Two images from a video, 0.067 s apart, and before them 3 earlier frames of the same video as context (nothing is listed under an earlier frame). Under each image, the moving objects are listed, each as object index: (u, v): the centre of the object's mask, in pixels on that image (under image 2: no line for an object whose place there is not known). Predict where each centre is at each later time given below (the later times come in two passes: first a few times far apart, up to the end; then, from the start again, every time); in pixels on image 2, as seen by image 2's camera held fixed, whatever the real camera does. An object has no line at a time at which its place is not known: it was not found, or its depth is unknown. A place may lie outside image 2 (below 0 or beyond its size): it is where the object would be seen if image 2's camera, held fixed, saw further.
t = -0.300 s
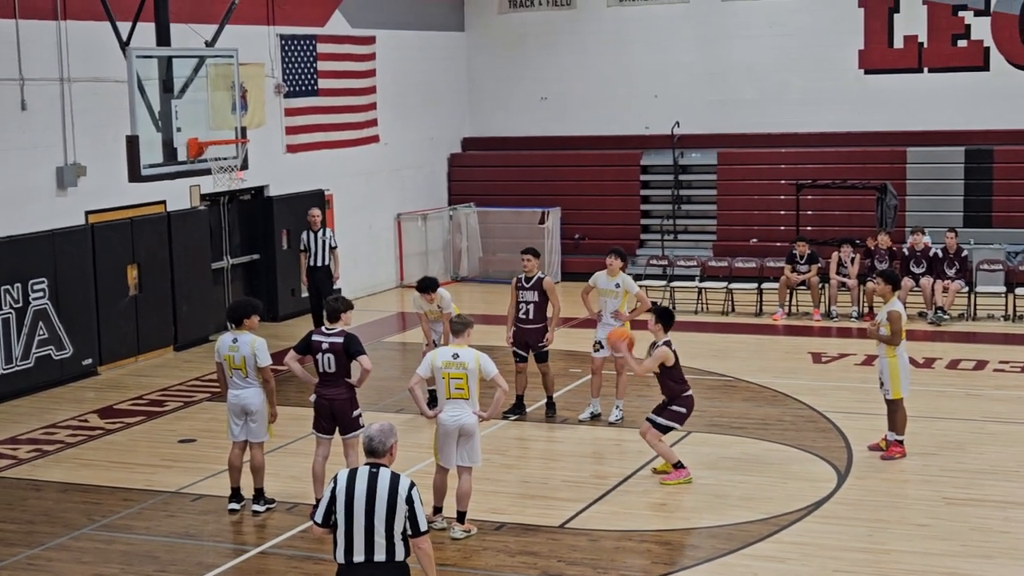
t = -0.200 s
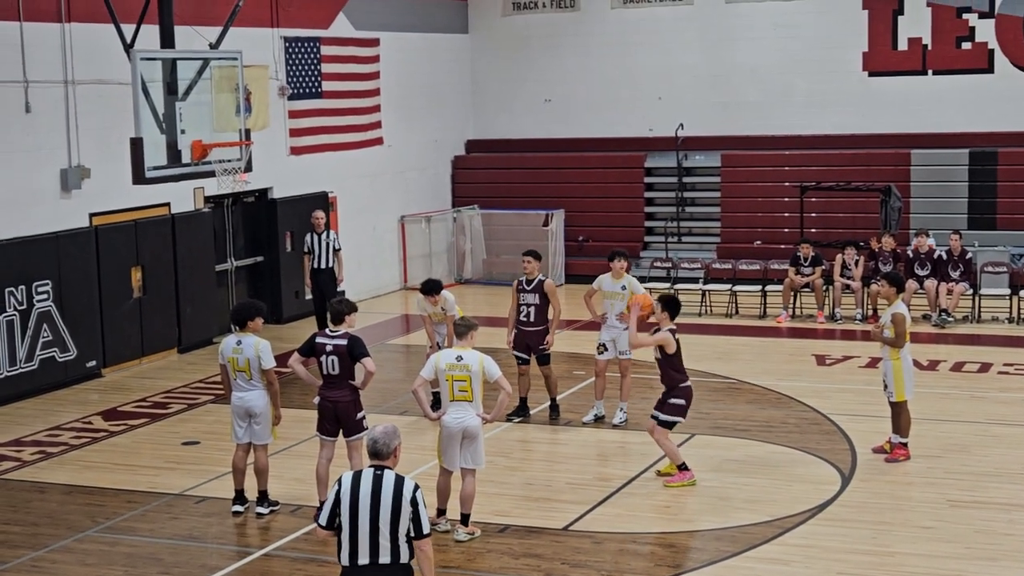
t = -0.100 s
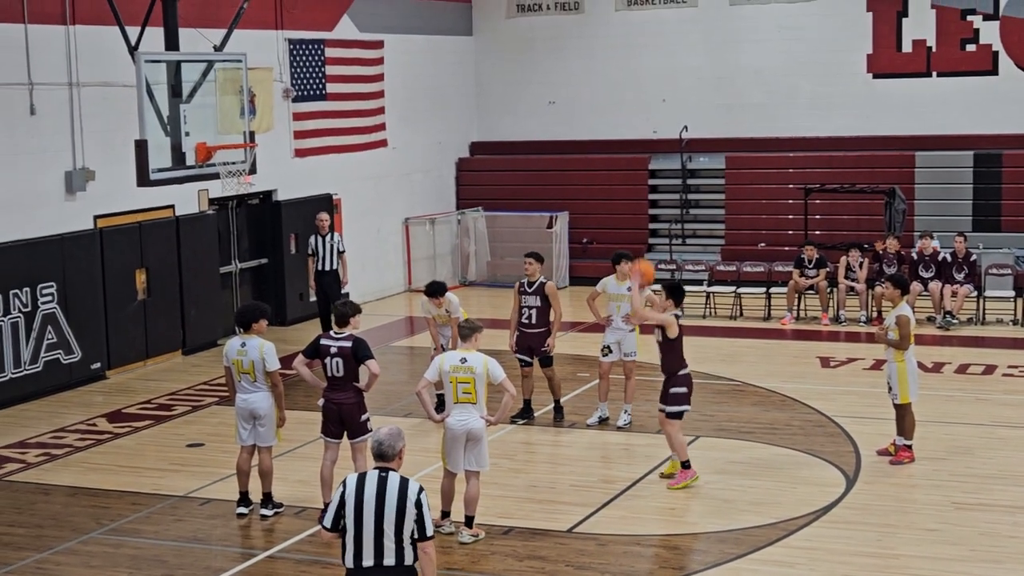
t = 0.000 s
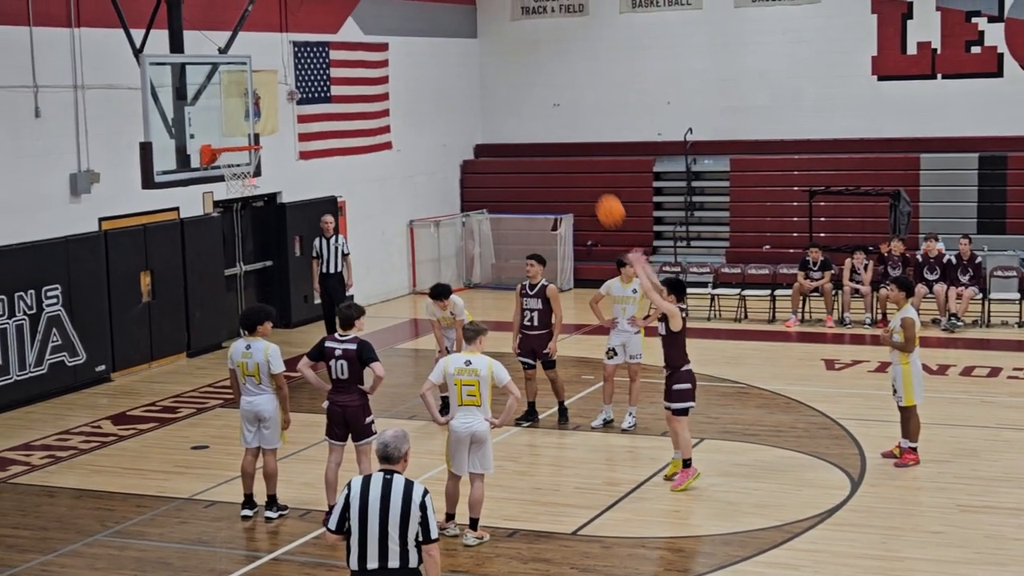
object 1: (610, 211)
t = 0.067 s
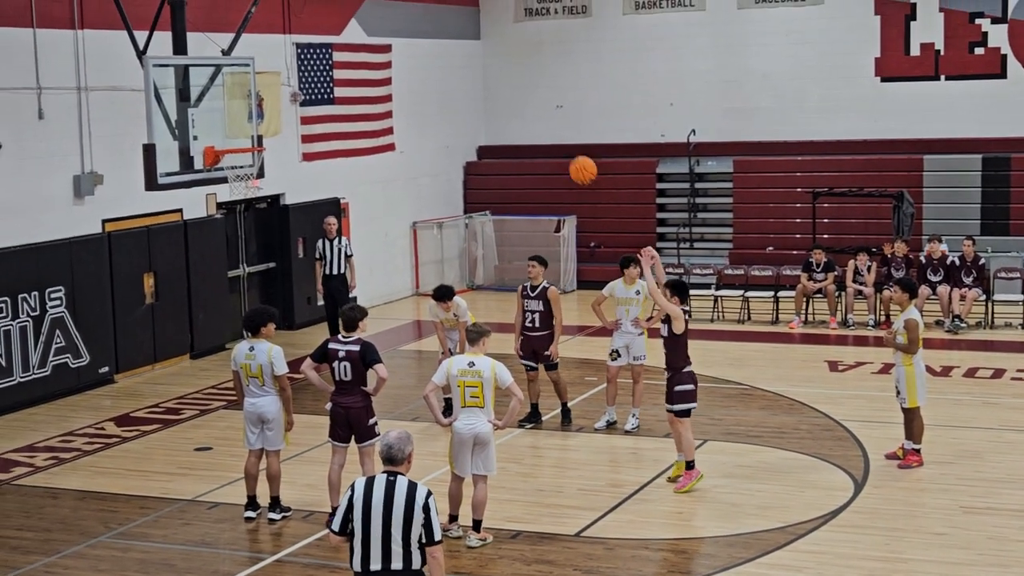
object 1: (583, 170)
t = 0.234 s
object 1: (513, 94)
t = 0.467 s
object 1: (423, 41)
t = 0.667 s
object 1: (351, 42)
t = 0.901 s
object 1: (274, 93)
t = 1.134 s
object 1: (239, 131)
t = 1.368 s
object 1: (252, 141)
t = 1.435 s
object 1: (257, 155)
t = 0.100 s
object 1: (569, 153)
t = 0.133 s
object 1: (557, 139)
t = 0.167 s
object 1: (542, 122)
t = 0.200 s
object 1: (528, 109)
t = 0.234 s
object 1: (513, 94)
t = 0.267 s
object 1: (499, 83)
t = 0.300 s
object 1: (488, 74)
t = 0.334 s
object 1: (474, 65)
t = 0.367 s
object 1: (461, 57)
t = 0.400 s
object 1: (448, 51)
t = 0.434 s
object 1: (435, 45)
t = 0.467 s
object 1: (423, 41)
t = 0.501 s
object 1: (410, 38)
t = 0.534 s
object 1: (398, 37)
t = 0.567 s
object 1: (386, 37)
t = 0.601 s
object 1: (375, 37)
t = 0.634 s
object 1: (362, 39)
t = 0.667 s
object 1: (351, 42)
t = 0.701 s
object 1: (339, 47)
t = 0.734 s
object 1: (328, 52)
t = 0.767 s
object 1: (318, 58)
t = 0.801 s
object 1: (307, 65)
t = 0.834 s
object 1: (296, 74)
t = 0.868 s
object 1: (285, 83)
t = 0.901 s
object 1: (274, 93)
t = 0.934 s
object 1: (263, 105)
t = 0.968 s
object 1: (254, 117)
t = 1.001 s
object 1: (243, 130)
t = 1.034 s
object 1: (235, 142)
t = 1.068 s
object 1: (236, 138)
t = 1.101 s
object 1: (237, 134)
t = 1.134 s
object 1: (239, 131)
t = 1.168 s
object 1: (240, 129)
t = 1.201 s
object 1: (242, 129)
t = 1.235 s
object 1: (244, 129)
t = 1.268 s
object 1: (246, 130)
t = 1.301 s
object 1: (248, 133)
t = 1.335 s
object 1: (250, 137)
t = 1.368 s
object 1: (252, 141)
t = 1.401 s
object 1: (255, 148)
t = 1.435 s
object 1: (257, 155)
